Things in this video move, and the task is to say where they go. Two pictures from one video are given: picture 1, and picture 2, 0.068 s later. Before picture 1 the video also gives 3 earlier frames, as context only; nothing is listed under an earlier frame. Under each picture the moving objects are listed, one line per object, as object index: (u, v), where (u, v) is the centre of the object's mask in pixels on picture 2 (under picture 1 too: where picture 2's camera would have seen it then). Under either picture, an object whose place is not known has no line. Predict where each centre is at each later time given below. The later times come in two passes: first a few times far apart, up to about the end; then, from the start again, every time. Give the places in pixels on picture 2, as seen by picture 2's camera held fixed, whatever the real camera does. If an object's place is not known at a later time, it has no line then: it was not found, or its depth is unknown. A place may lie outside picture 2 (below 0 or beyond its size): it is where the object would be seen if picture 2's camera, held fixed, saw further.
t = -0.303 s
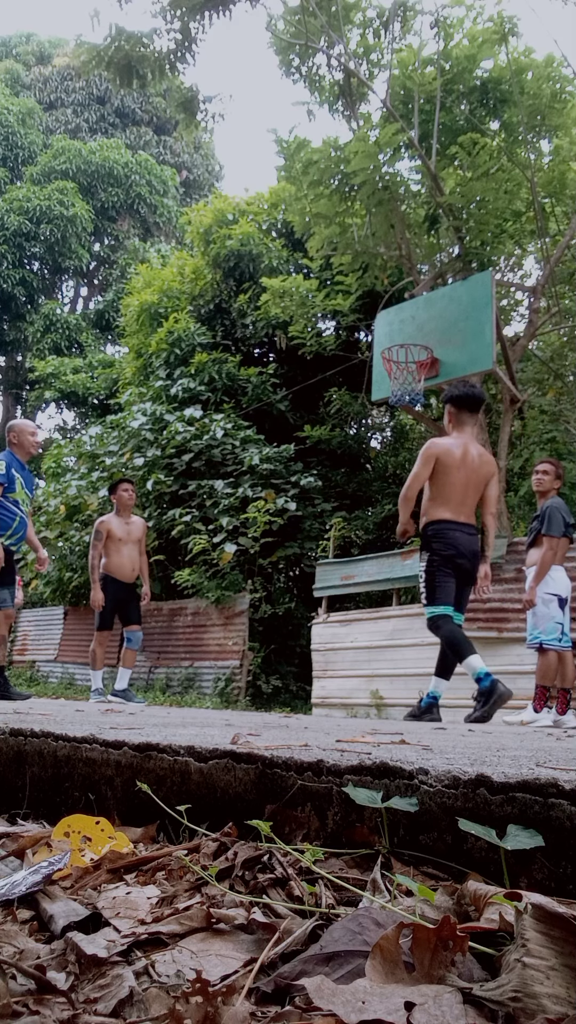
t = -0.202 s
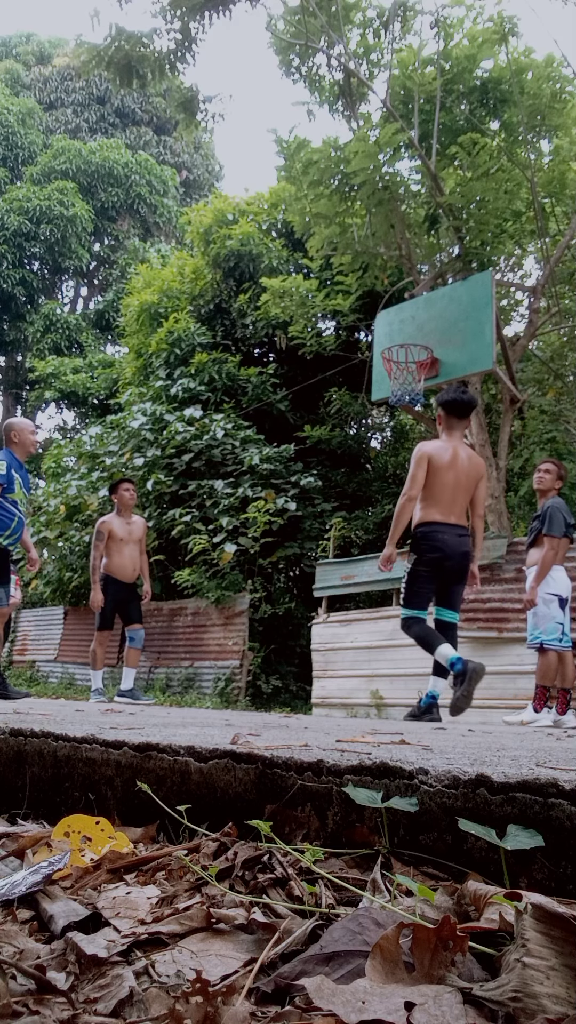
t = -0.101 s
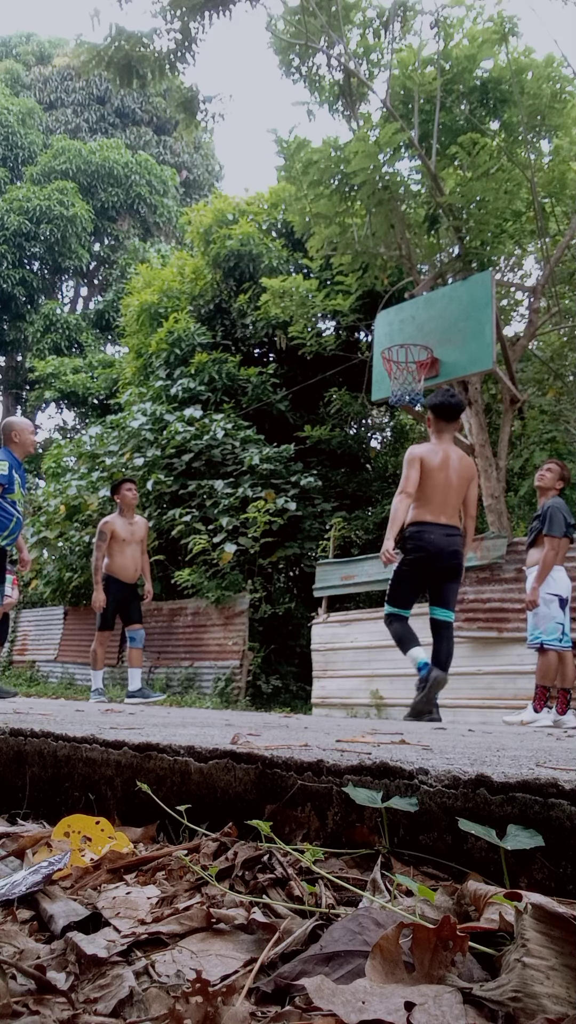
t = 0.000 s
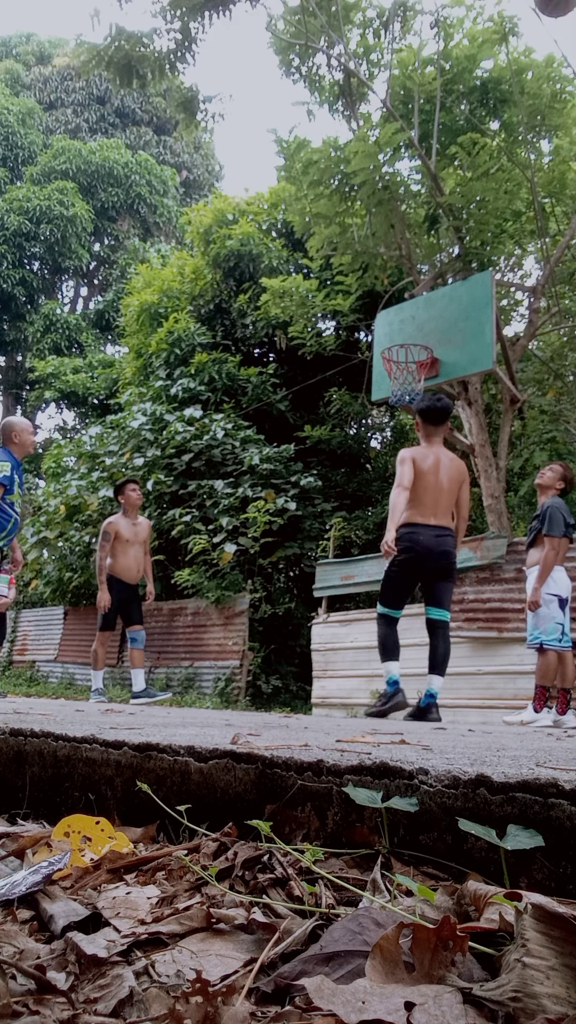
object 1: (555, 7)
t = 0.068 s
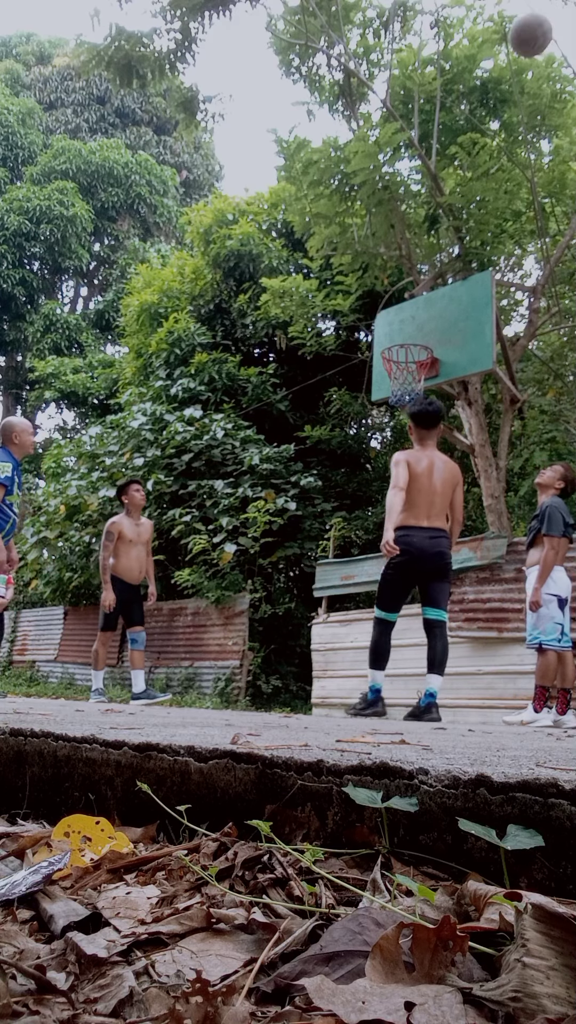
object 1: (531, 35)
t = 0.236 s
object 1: (480, 138)
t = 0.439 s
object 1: (434, 273)
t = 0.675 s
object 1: (364, 321)
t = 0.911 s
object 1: (266, 316)
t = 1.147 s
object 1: (145, 390)
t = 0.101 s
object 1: (519, 54)
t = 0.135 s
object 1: (509, 75)
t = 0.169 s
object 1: (499, 95)
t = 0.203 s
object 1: (490, 116)
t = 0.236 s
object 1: (480, 138)
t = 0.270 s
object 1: (473, 160)
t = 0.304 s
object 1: (464, 182)
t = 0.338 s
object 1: (456, 205)
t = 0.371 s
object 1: (449, 227)
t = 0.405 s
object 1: (442, 249)
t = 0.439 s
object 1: (434, 273)
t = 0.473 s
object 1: (429, 294)
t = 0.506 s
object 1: (423, 319)
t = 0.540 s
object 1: (415, 339)
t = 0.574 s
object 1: (401, 344)
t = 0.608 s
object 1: (389, 335)
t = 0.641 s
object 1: (376, 328)
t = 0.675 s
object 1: (364, 321)
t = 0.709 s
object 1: (352, 317)
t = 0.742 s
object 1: (339, 313)
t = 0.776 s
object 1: (324, 311)
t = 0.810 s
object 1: (311, 310)
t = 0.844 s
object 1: (296, 310)
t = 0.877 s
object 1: (281, 313)
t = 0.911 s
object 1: (266, 316)
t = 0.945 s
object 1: (250, 322)
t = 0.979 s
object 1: (234, 328)
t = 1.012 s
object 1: (218, 336)
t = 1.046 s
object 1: (200, 347)
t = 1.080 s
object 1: (183, 359)
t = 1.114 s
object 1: (164, 373)
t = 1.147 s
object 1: (145, 390)
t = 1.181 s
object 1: (124, 409)
